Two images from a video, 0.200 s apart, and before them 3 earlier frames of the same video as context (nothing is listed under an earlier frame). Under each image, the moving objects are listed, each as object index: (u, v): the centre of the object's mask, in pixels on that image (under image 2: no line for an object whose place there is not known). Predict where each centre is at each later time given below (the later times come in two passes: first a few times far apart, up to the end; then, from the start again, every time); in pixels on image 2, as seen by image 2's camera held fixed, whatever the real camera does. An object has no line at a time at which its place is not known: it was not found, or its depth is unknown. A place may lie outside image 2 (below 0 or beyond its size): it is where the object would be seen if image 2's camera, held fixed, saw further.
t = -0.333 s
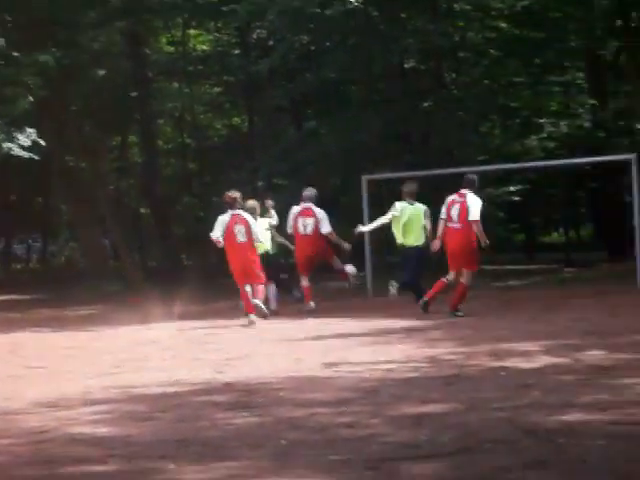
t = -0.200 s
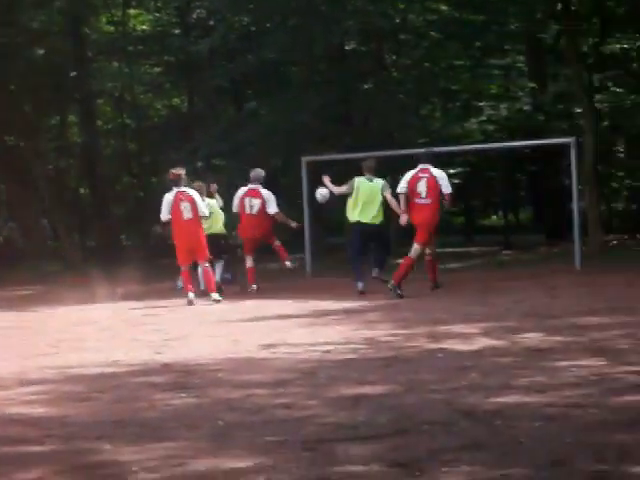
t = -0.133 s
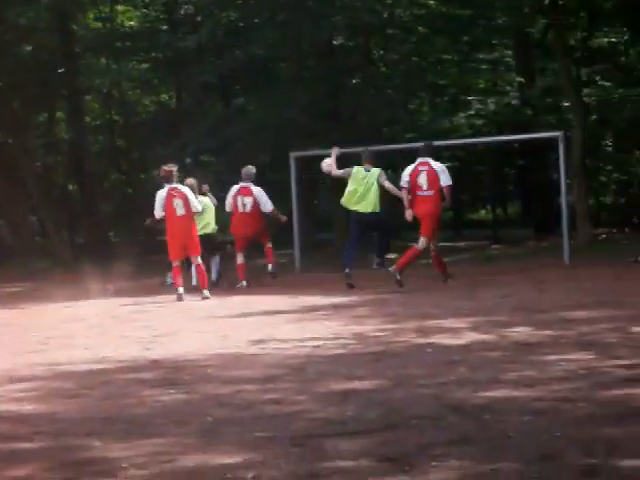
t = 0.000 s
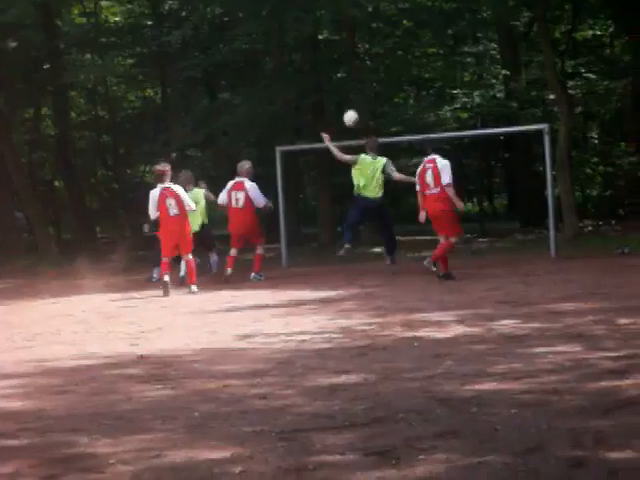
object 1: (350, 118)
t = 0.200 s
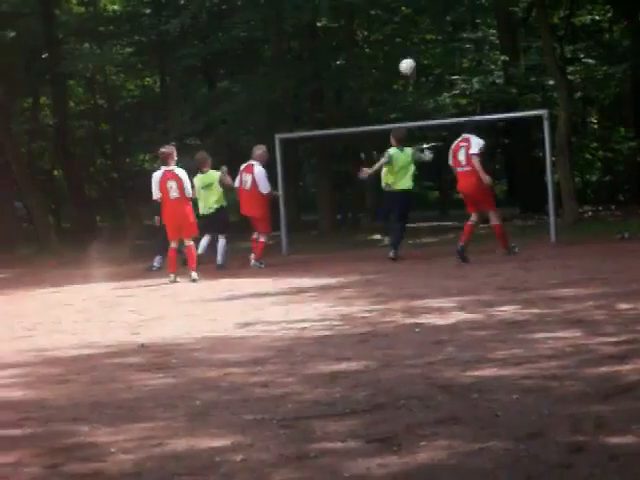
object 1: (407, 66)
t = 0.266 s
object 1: (427, 58)
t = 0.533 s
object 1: (513, 63)
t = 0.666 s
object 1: (549, 91)
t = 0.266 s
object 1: (427, 58)
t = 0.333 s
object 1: (450, 54)
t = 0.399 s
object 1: (474, 53)
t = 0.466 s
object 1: (496, 57)
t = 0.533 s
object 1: (513, 63)
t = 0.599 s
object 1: (534, 74)
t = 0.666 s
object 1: (549, 91)
